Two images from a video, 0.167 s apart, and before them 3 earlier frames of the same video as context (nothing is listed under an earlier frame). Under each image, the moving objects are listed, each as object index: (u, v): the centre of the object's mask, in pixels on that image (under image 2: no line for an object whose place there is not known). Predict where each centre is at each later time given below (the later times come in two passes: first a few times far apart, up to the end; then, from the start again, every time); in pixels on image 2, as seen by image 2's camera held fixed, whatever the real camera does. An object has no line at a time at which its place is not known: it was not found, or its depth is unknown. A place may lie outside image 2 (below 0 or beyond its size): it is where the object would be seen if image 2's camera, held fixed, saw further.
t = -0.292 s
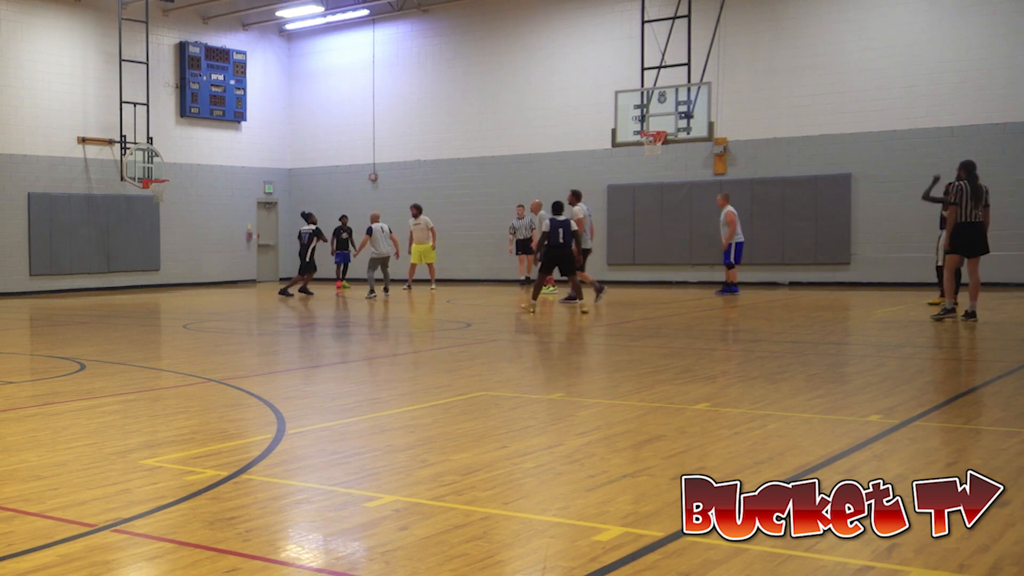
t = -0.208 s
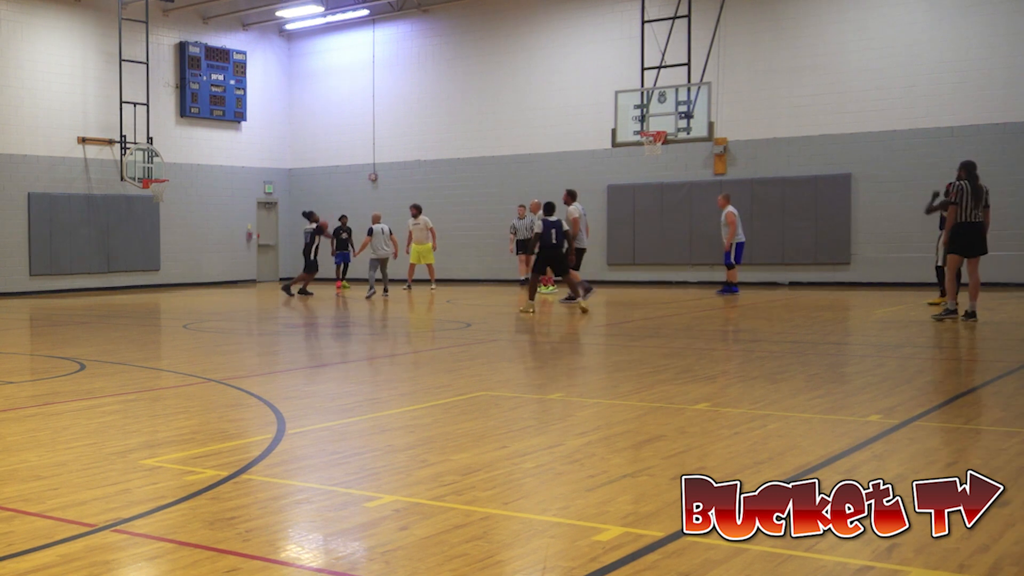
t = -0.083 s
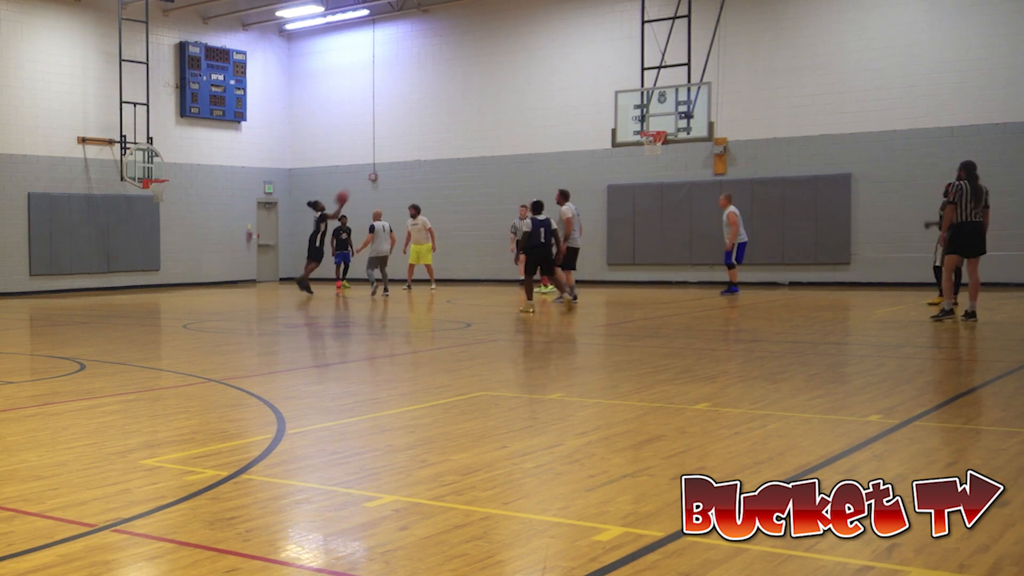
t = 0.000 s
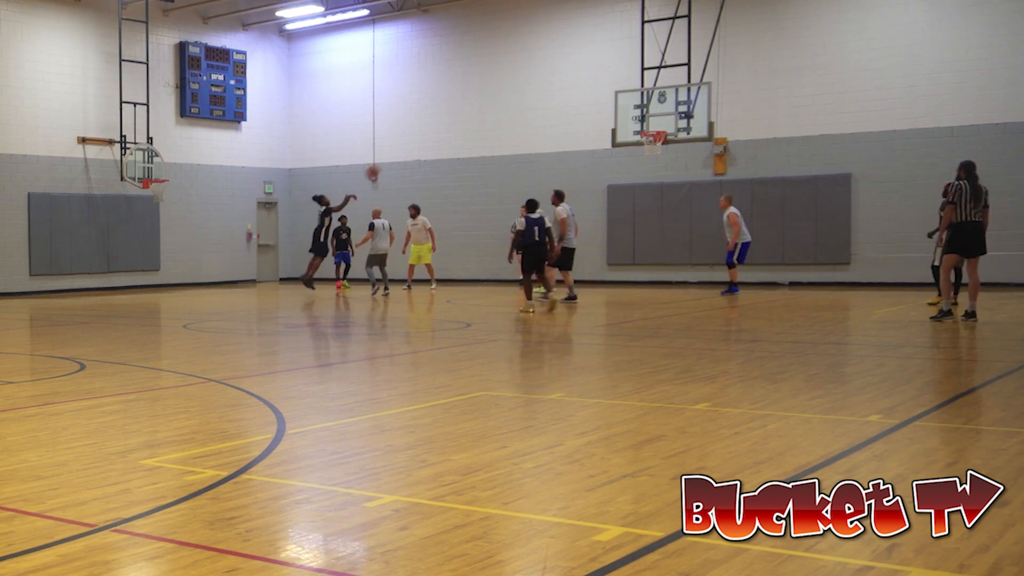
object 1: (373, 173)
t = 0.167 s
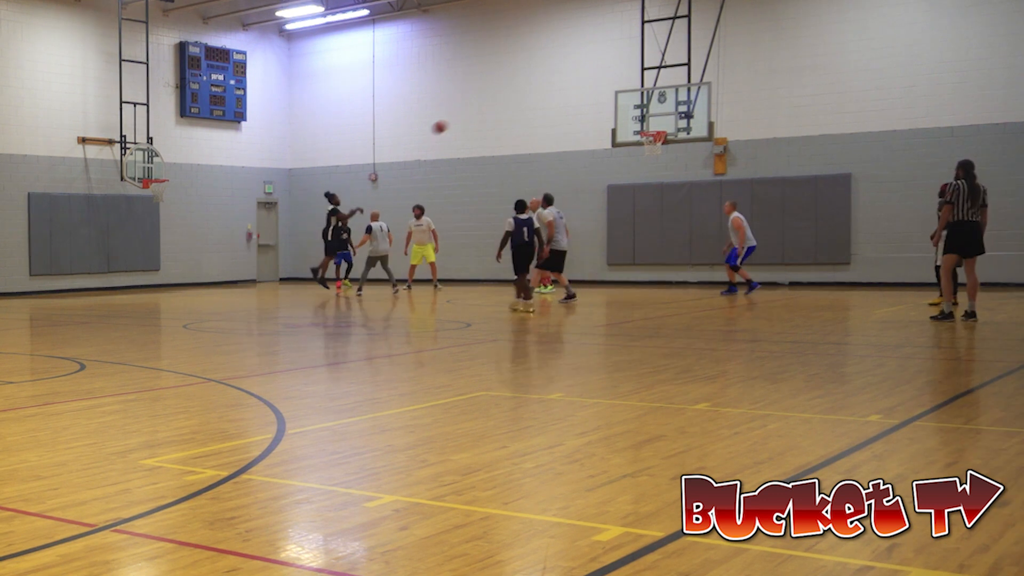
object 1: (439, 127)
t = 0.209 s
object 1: (457, 118)
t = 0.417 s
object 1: (547, 83)
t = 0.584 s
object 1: (624, 71)
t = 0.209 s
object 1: (457, 118)
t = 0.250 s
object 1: (474, 109)
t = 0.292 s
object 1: (491, 102)
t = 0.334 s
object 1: (510, 95)
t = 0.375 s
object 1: (528, 89)
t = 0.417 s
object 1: (547, 83)
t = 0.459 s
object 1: (566, 79)
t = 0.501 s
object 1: (585, 74)
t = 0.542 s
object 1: (604, 72)
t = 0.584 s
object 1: (624, 71)
